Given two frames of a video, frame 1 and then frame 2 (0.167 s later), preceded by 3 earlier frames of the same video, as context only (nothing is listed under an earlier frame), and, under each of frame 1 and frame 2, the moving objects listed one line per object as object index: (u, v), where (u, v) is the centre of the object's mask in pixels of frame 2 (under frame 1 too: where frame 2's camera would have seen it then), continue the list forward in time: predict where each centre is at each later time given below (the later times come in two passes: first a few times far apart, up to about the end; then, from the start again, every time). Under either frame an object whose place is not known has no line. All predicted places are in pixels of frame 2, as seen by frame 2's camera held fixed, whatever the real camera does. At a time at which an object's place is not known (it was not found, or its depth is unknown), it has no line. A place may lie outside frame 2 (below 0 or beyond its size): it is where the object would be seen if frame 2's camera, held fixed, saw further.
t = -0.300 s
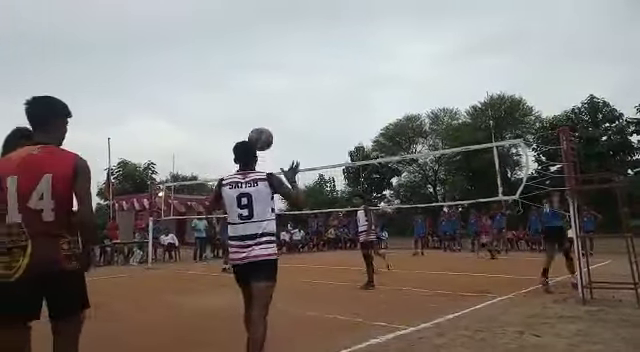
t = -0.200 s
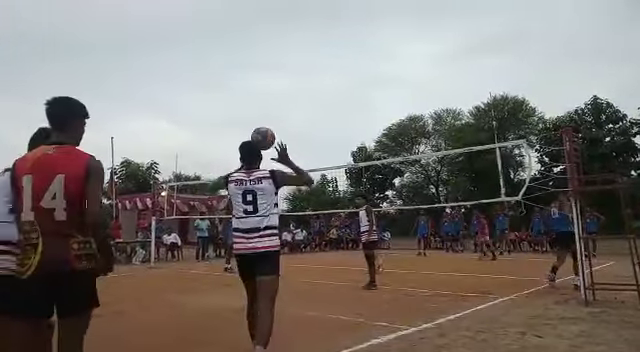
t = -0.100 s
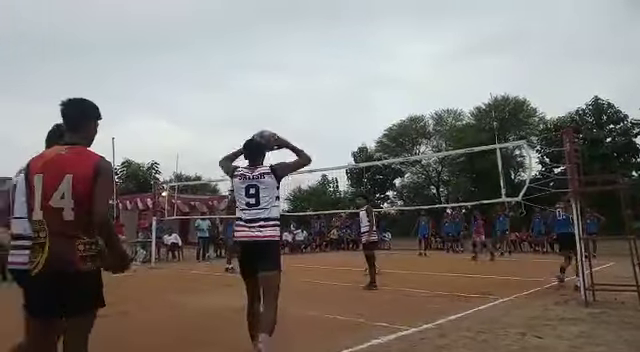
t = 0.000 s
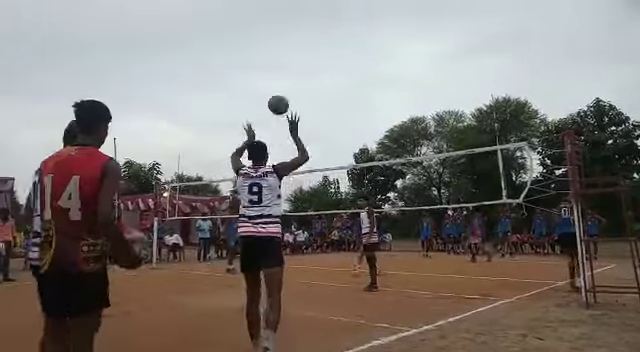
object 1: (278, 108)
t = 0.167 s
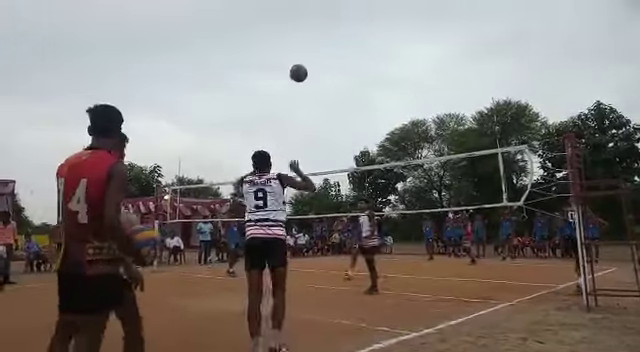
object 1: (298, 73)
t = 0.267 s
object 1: (307, 67)
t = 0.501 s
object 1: (324, 82)
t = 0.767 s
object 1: (339, 131)
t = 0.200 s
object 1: (301, 70)
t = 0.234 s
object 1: (304, 68)
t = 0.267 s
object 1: (307, 67)
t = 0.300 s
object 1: (310, 67)
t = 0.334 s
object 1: (313, 68)
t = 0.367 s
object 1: (315, 70)
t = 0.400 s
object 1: (318, 72)
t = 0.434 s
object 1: (320, 75)
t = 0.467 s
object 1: (322, 78)
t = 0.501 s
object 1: (324, 82)
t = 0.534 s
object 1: (326, 87)
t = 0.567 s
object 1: (329, 92)
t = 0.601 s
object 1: (330, 98)
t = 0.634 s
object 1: (332, 103)
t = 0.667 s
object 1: (334, 109)
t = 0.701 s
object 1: (336, 116)
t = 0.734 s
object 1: (337, 123)
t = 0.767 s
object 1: (339, 131)
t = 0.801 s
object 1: (340, 139)
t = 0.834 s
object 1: (342, 147)
